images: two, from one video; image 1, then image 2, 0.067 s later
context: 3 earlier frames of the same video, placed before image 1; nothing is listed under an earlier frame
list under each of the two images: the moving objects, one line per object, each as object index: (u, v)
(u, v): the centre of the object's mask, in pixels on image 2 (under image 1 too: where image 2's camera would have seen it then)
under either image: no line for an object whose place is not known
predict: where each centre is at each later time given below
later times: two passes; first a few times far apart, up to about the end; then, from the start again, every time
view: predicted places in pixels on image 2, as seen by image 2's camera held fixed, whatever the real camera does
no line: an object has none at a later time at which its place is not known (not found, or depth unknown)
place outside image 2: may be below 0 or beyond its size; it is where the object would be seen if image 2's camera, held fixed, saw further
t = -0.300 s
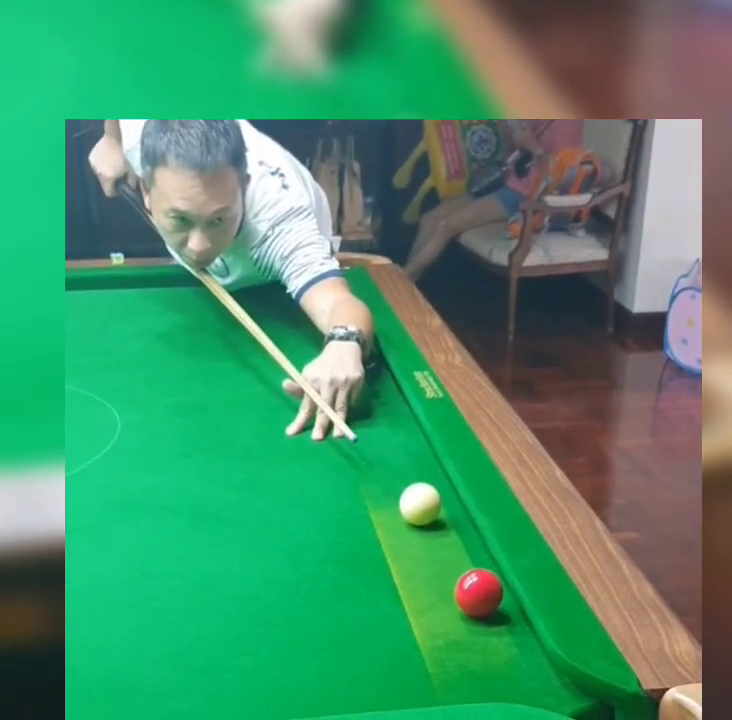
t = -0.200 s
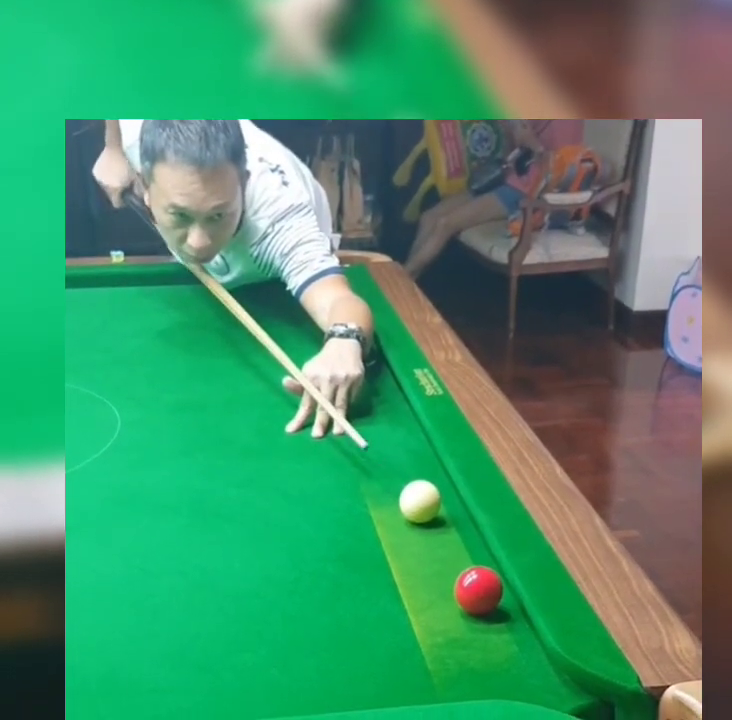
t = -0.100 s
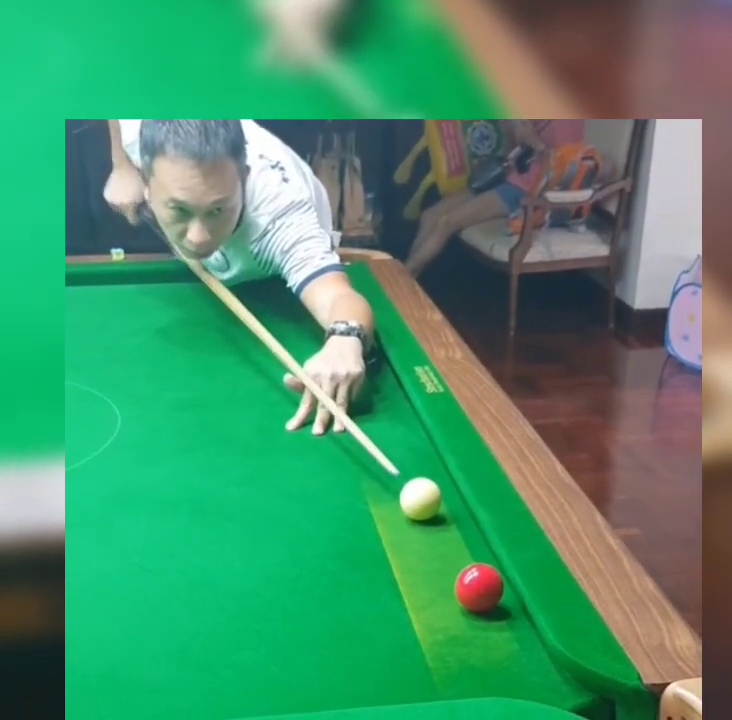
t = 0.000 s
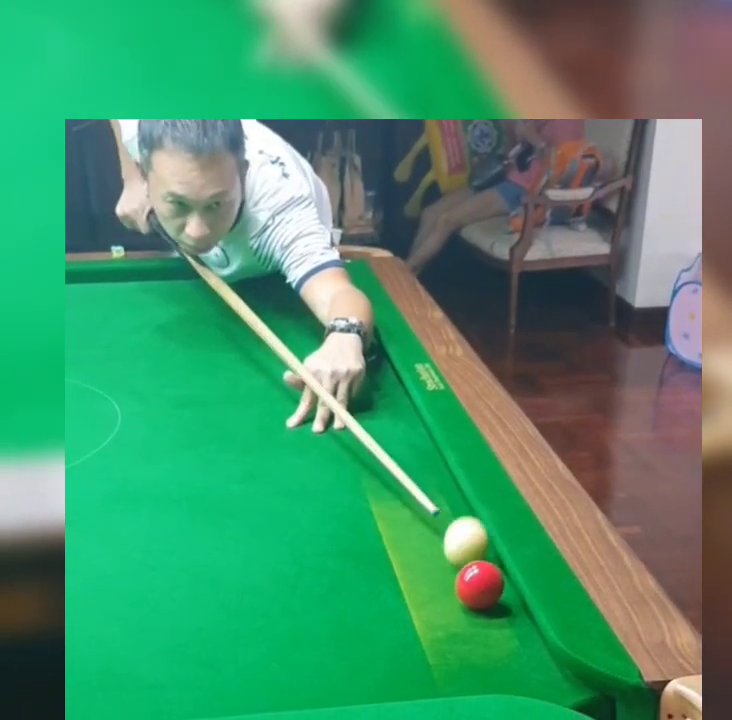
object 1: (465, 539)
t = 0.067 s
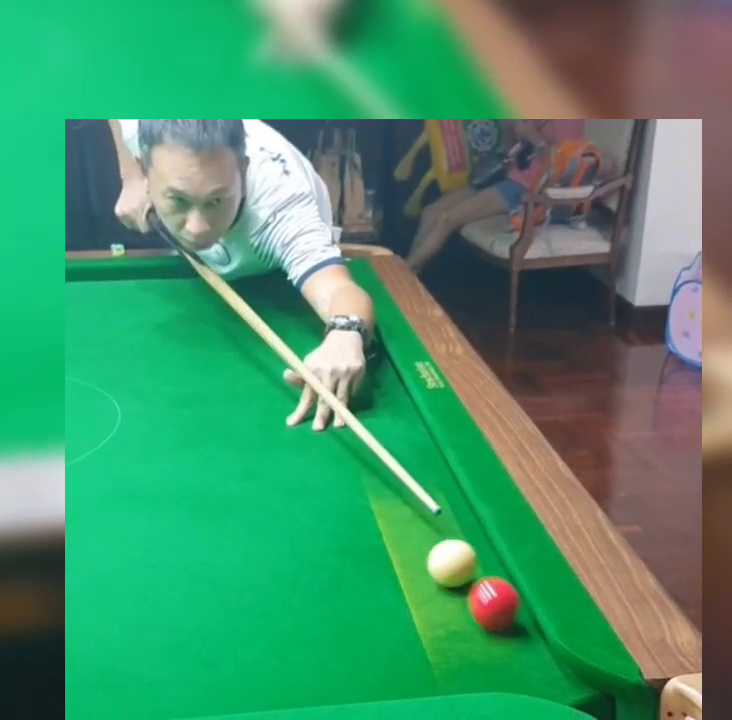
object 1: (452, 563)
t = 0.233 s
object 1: (401, 585)
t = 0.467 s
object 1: (337, 632)
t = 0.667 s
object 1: (280, 676)
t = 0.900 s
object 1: (190, 695)
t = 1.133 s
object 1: (94, 683)
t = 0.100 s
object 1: (439, 566)
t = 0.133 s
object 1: (429, 569)
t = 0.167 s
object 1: (418, 573)
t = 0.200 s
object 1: (409, 579)
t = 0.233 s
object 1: (401, 585)
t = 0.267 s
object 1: (392, 591)
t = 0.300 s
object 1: (384, 597)
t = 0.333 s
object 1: (375, 604)
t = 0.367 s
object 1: (366, 610)
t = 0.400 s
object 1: (356, 618)
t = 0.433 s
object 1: (347, 625)
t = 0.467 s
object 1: (337, 632)
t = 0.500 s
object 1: (327, 639)
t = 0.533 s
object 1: (318, 646)
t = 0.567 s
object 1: (308, 654)
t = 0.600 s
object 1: (299, 661)
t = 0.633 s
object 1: (290, 668)
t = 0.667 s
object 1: (280, 676)
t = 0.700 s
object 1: (270, 682)
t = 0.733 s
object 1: (260, 688)
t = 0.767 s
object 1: (249, 693)
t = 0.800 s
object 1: (236, 697)
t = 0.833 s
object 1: (221, 696)
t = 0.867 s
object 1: (205, 695)
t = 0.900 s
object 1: (190, 695)
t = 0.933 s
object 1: (175, 694)
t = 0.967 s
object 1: (161, 693)
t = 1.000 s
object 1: (147, 692)
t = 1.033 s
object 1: (132, 690)
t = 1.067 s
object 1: (118, 688)
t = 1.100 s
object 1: (107, 686)
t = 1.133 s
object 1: (94, 683)
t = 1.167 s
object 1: (83, 682)
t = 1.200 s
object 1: (72, 680)
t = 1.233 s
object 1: (62, 679)
